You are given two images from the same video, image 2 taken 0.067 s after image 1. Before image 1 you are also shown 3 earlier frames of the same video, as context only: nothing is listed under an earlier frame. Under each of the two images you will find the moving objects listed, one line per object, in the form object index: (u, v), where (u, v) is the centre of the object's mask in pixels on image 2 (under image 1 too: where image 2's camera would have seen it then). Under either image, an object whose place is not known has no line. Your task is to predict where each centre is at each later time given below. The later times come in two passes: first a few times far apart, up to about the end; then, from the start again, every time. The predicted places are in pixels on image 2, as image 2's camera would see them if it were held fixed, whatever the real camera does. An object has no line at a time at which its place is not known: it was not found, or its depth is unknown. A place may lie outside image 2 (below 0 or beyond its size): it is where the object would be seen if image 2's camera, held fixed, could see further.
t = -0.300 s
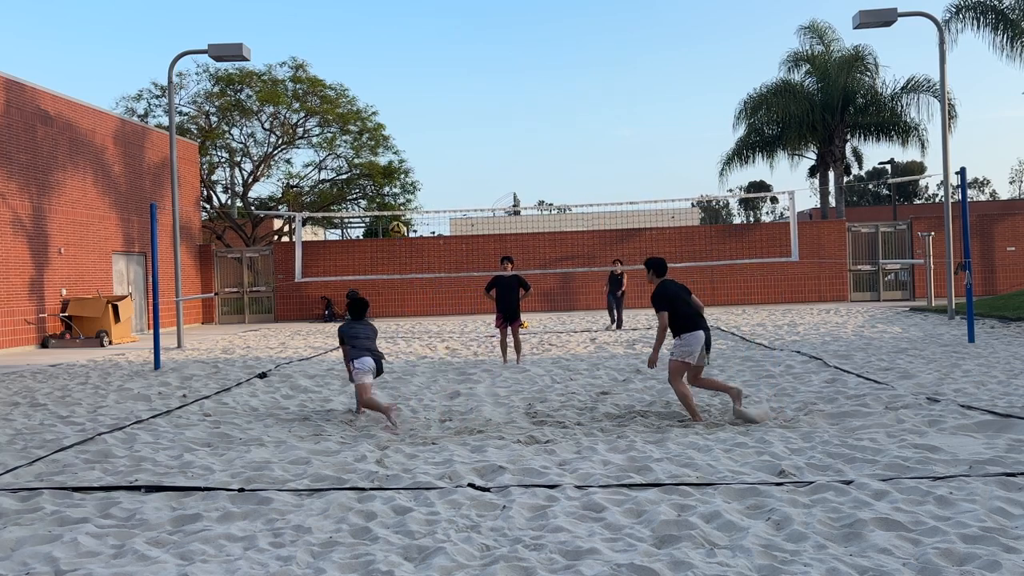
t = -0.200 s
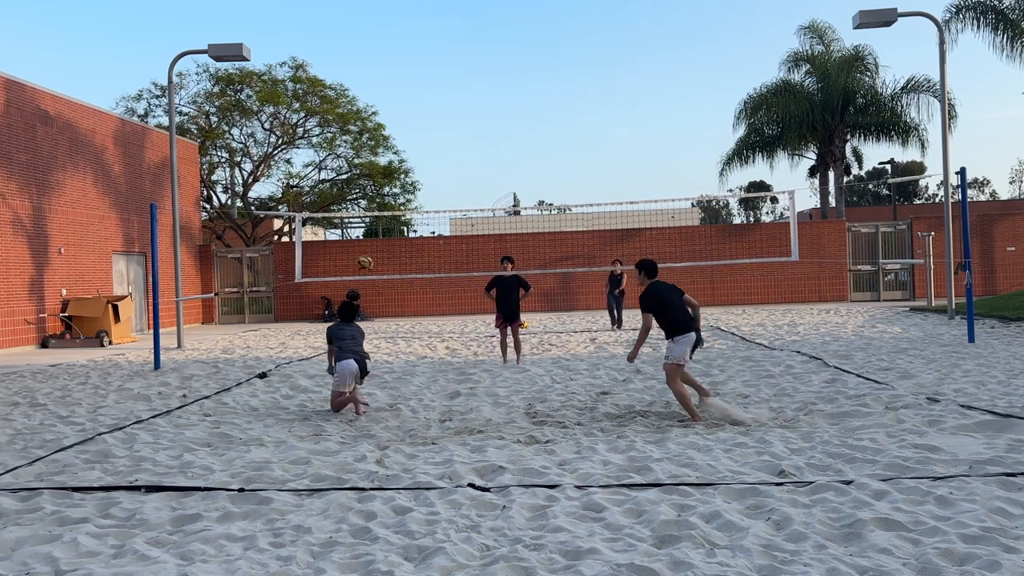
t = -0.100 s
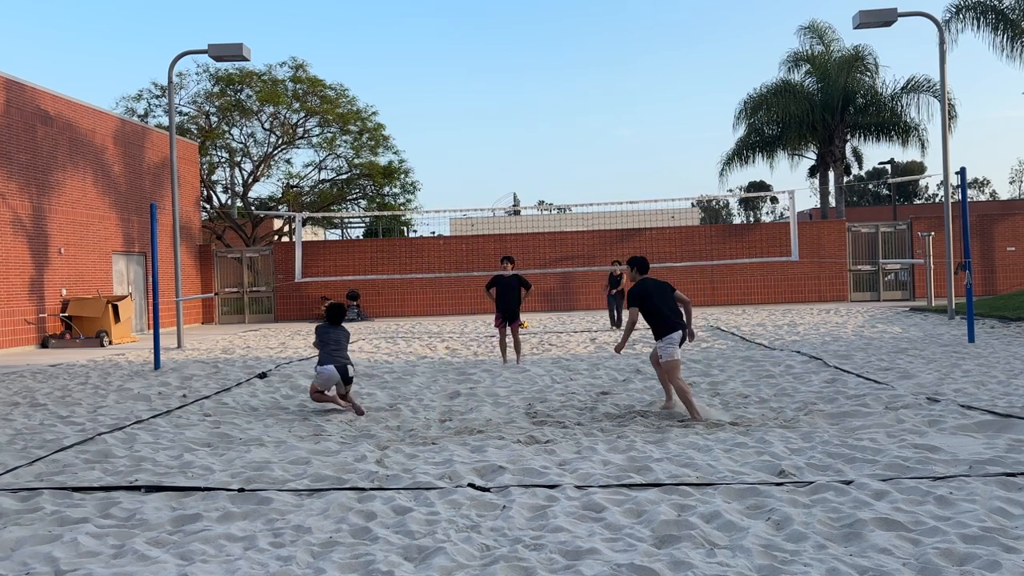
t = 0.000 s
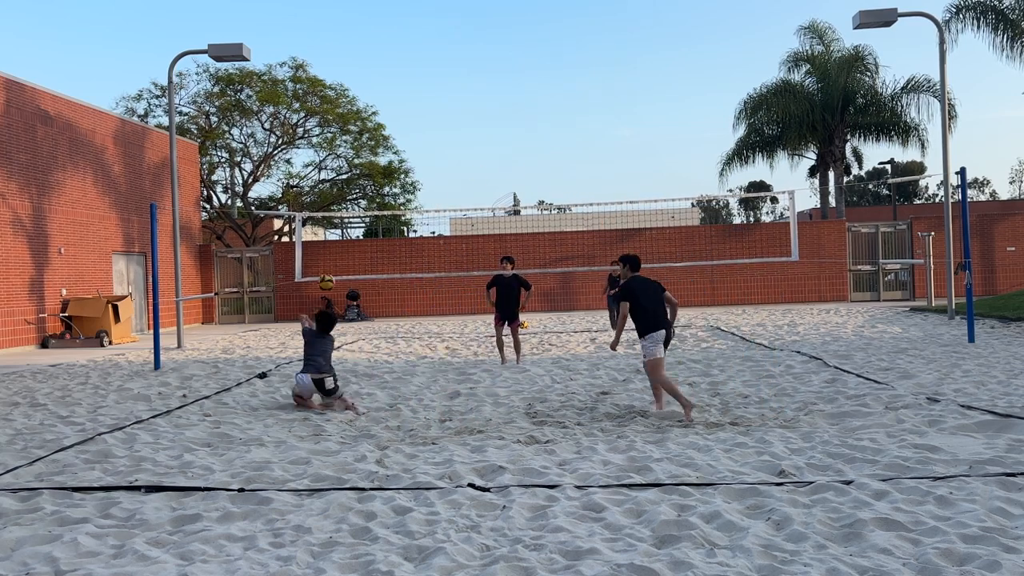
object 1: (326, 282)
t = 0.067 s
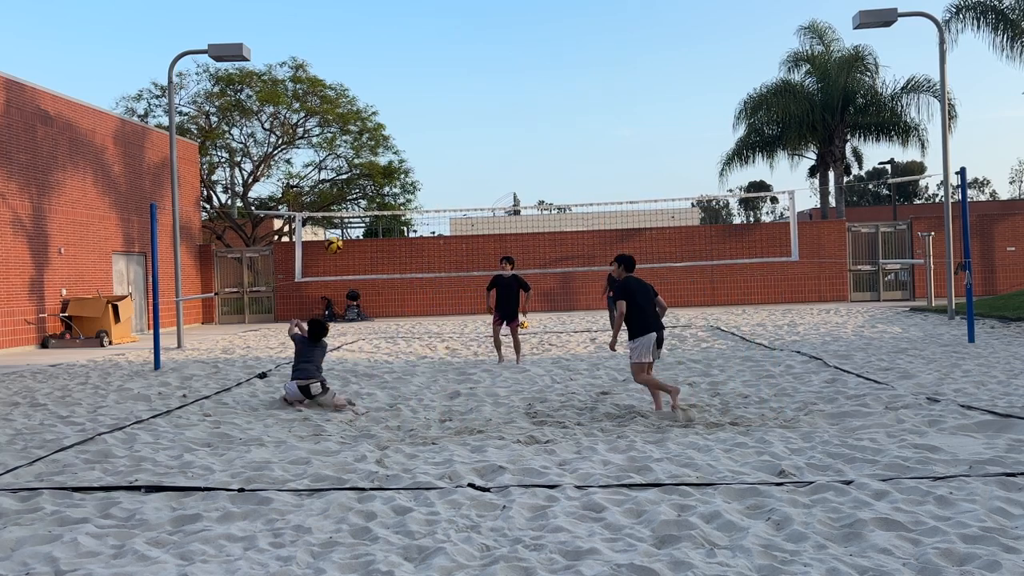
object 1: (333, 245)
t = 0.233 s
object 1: (353, 169)
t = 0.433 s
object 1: (375, 108)
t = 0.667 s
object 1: (403, 79)
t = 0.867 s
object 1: (428, 89)
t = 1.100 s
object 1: (458, 141)
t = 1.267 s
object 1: (479, 204)
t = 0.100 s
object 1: (337, 228)
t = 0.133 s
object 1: (341, 212)
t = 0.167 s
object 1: (346, 196)
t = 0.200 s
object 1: (349, 182)
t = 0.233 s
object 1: (353, 169)
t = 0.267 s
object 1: (356, 157)
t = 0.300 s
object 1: (360, 145)
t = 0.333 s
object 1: (364, 134)
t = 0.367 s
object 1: (369, 125)
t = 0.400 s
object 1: (372, 115)
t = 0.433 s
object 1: (375, 108)
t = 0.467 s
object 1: (379, 101)
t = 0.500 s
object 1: (383, 95)
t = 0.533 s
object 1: (387, 90)
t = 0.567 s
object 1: (391, 86)
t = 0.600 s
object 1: (395, 82)
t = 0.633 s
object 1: (399, 80)
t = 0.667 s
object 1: (403, 79)
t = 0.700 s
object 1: (407, 78)
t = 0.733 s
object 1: (411, 79)
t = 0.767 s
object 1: (415, 80)
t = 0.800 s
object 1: (419, 82)
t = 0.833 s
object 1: (424, 85)
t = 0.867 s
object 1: (428, 89)
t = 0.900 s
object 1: (432, 94)
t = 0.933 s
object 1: (437, 99)
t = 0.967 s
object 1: (441, 106)
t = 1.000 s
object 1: (445, 114)
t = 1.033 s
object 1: (449, 122)
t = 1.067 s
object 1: (454, 131)
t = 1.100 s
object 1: (458, 141)
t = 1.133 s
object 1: (462, 152)
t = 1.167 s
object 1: (466, 164)
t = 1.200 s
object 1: (471, 176)
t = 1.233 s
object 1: (475, 190)
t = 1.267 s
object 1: (479, 204)
